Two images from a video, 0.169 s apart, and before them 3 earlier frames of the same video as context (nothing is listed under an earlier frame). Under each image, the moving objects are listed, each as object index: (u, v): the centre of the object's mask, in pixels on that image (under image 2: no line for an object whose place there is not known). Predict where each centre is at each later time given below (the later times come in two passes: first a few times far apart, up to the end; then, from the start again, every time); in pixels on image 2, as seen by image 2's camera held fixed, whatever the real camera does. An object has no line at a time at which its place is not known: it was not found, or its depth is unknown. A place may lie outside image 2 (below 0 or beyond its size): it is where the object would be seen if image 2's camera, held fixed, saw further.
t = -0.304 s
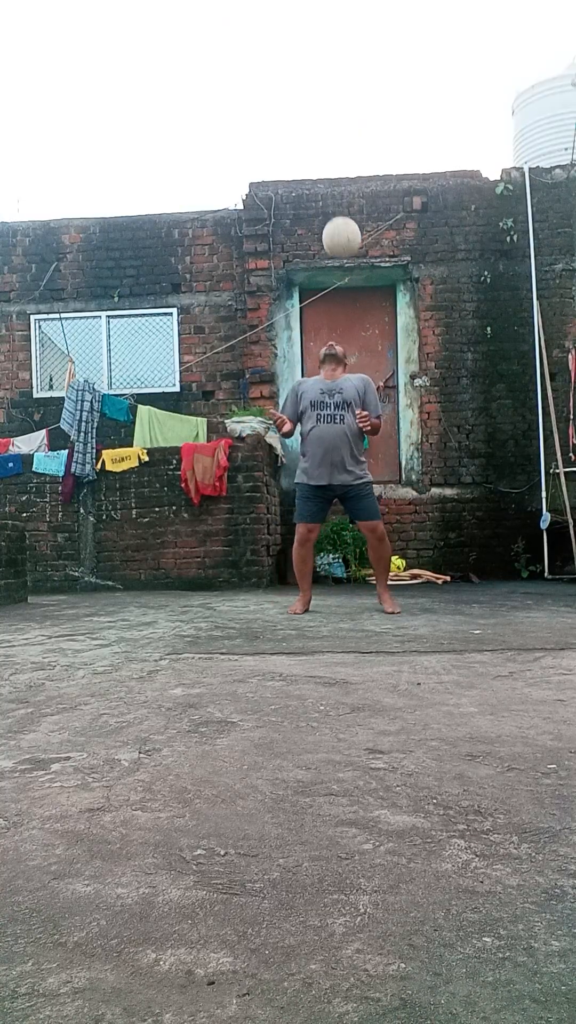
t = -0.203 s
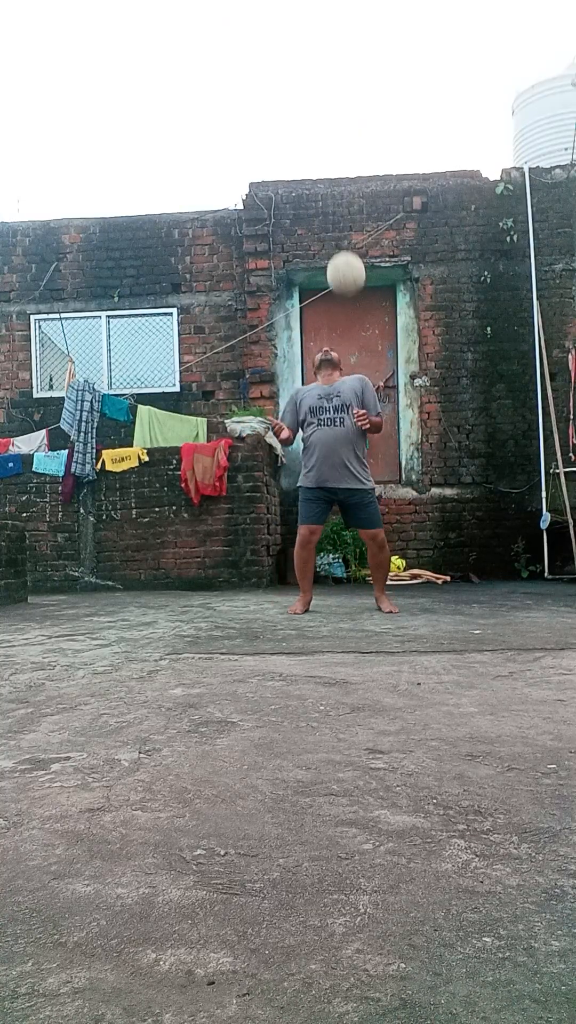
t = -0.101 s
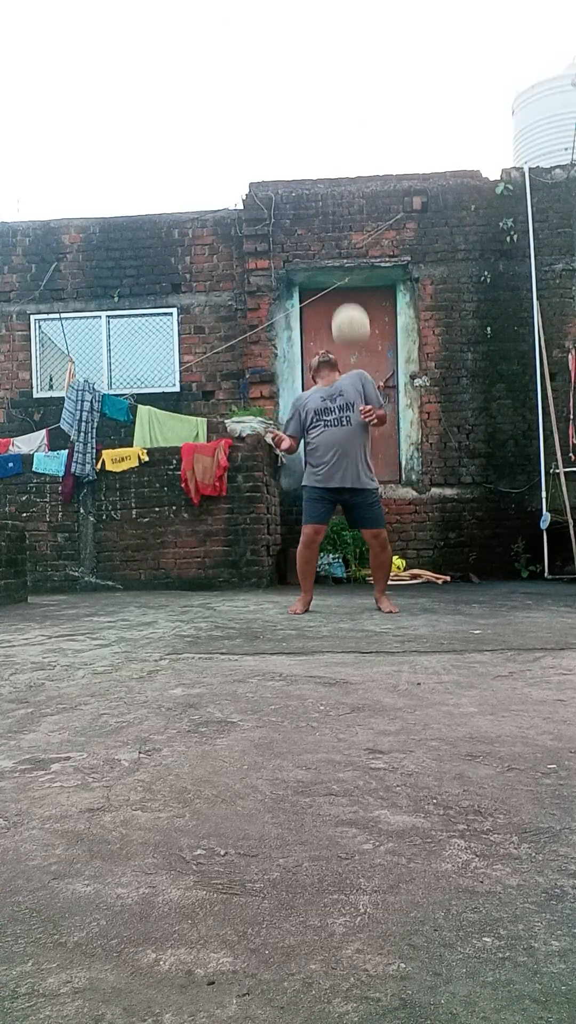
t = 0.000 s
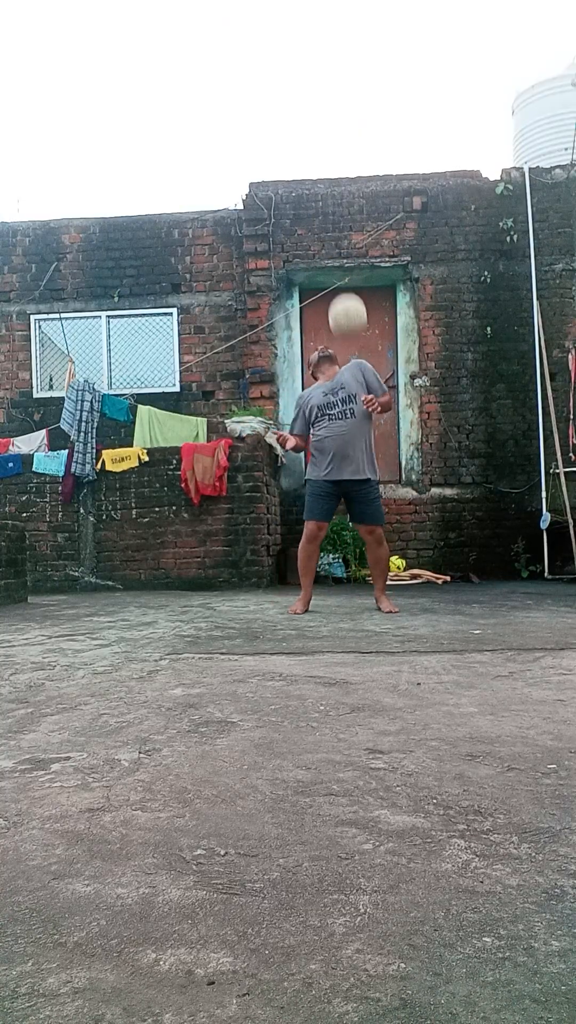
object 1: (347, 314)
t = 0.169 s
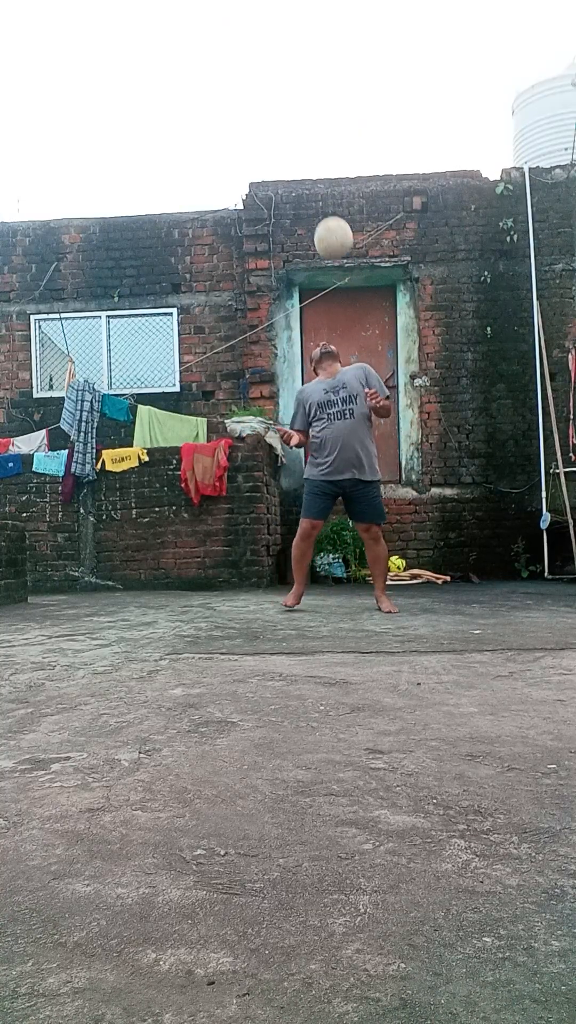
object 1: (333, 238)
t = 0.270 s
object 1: (326, 214)
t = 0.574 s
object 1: (305, 244)
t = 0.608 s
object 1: (303, 258)
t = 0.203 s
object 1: (331, 229)
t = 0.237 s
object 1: (328, 220)
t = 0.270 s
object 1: (326, 214)
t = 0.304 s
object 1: (323, 210)
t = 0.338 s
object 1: (321, 208)
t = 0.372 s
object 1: (318, 208)
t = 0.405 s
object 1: (316, 209)
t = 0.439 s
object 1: (314, 212)
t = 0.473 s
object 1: (312, 217)
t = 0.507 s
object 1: (310, 224)
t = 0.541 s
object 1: (307, 233)
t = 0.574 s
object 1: (305, 244)
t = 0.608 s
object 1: (303, 258)
